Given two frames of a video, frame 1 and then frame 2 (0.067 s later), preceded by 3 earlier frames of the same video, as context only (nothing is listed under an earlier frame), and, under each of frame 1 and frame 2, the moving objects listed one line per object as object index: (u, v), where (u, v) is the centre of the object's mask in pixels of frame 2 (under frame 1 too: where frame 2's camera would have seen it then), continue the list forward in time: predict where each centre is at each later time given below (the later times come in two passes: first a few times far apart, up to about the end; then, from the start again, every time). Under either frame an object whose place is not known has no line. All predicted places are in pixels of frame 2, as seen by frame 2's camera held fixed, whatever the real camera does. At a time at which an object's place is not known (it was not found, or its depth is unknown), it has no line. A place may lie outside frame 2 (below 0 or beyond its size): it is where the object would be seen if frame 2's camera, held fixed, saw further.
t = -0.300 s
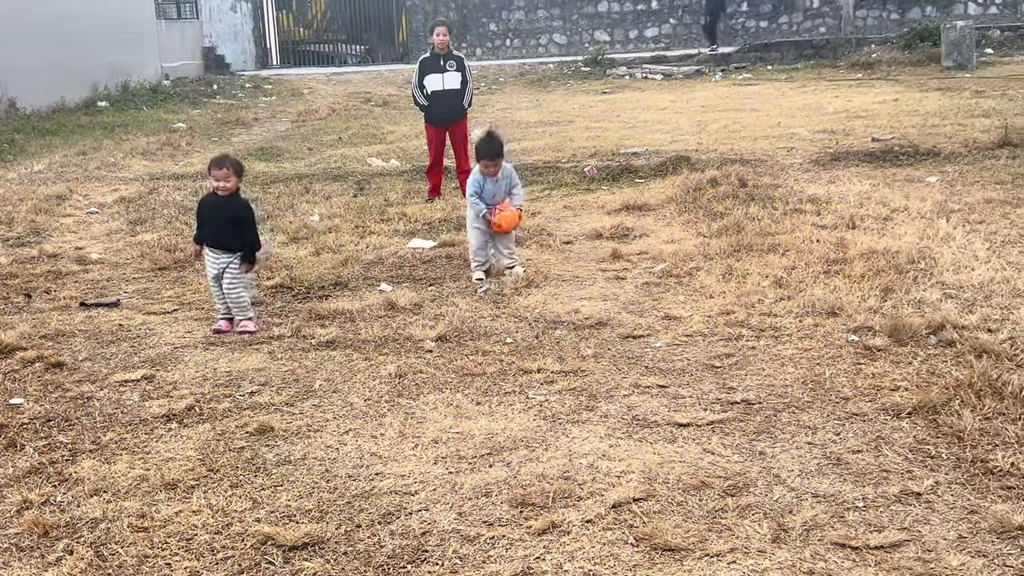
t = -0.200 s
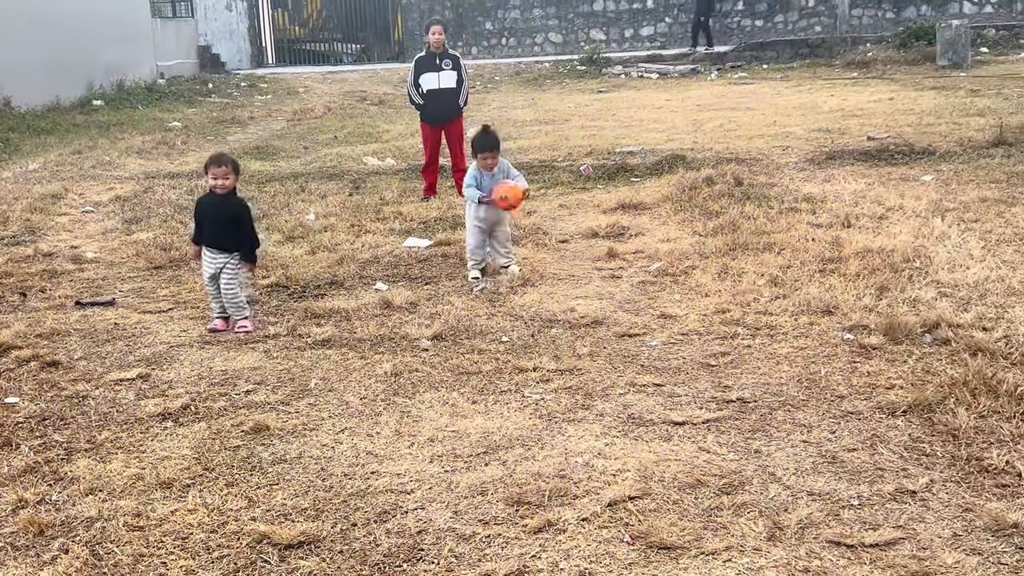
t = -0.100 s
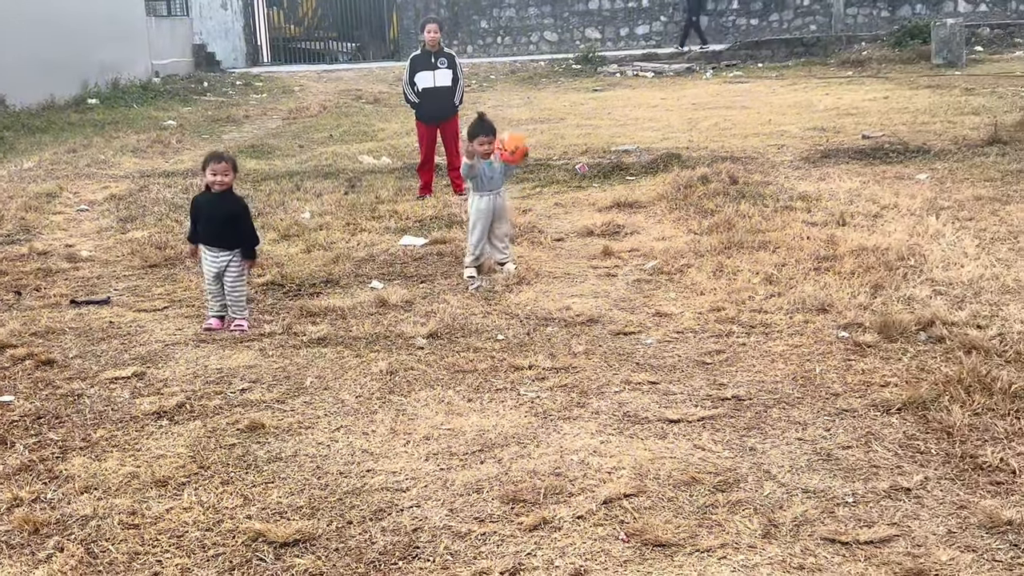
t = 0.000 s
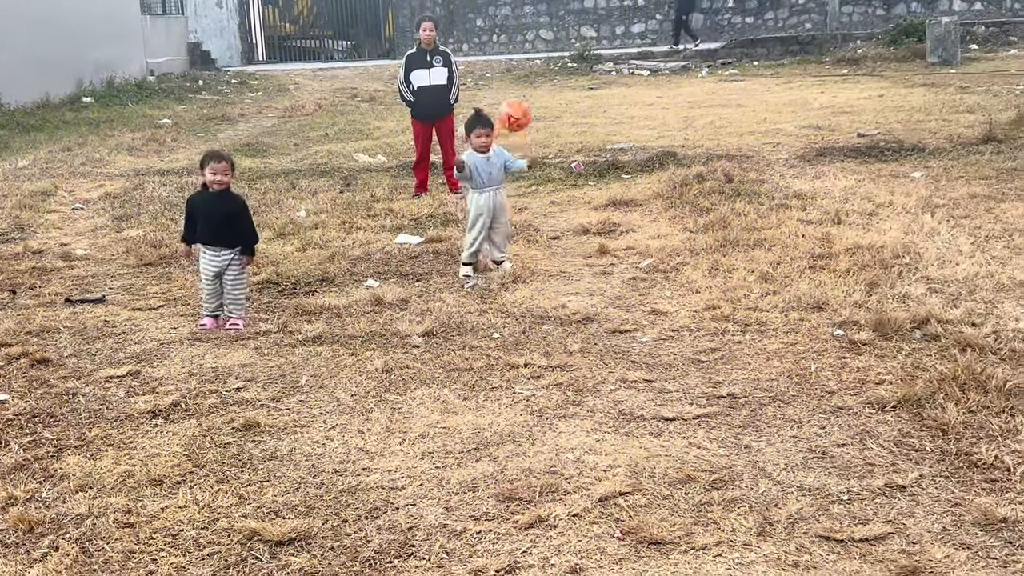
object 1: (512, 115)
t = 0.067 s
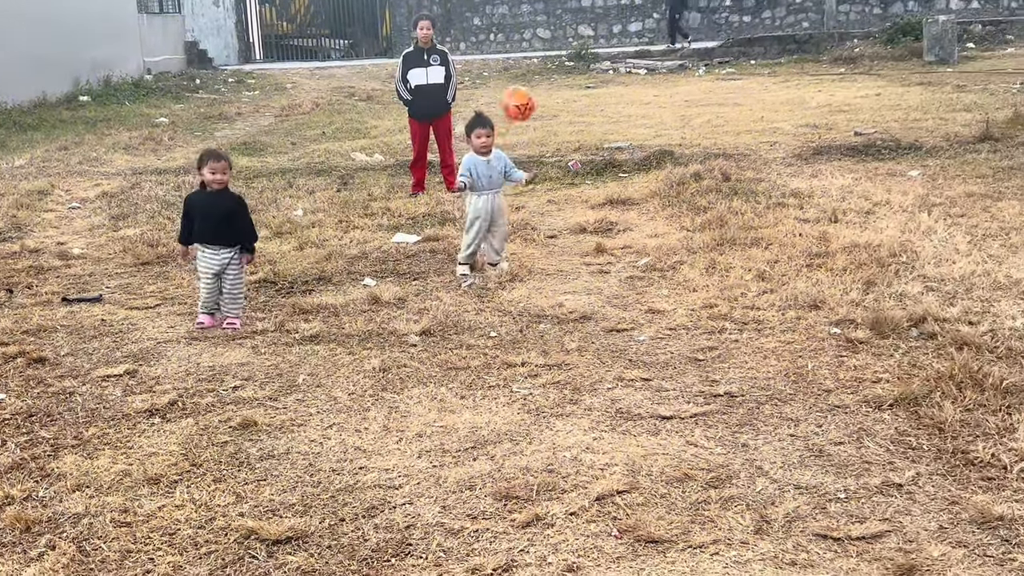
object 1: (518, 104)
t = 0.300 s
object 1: (545, 139)
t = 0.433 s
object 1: (563, 211)
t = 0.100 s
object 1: (521, 102)
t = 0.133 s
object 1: (523, 101)
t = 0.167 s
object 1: (528, 105)
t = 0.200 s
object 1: (532, 109)
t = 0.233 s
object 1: (536, 119)
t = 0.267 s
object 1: (539, 125)
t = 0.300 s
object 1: (545, 139)
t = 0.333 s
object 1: (549, 153)
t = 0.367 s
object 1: (554, 169)
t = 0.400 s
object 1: (558, 188)
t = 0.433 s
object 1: (563, 211)
